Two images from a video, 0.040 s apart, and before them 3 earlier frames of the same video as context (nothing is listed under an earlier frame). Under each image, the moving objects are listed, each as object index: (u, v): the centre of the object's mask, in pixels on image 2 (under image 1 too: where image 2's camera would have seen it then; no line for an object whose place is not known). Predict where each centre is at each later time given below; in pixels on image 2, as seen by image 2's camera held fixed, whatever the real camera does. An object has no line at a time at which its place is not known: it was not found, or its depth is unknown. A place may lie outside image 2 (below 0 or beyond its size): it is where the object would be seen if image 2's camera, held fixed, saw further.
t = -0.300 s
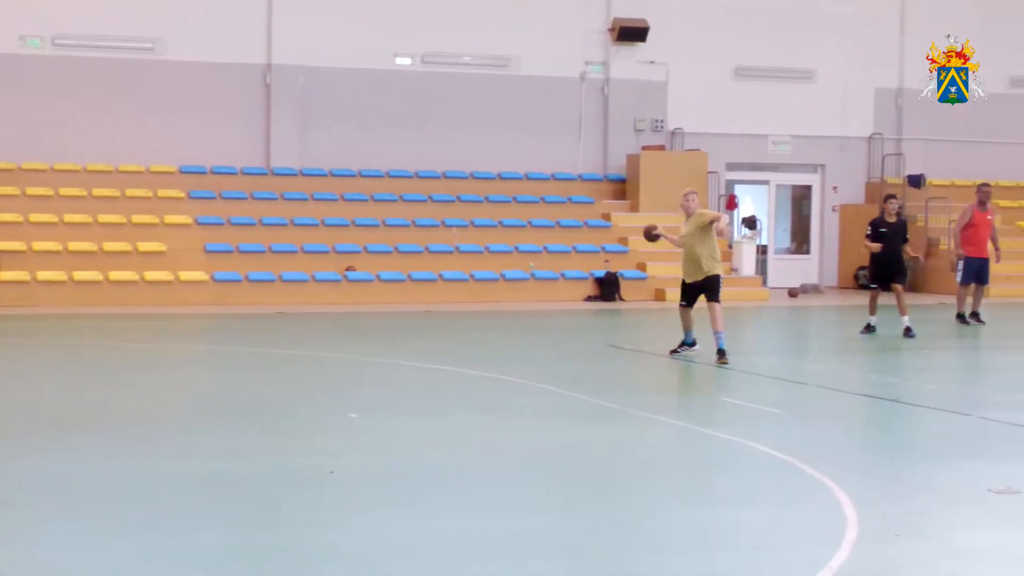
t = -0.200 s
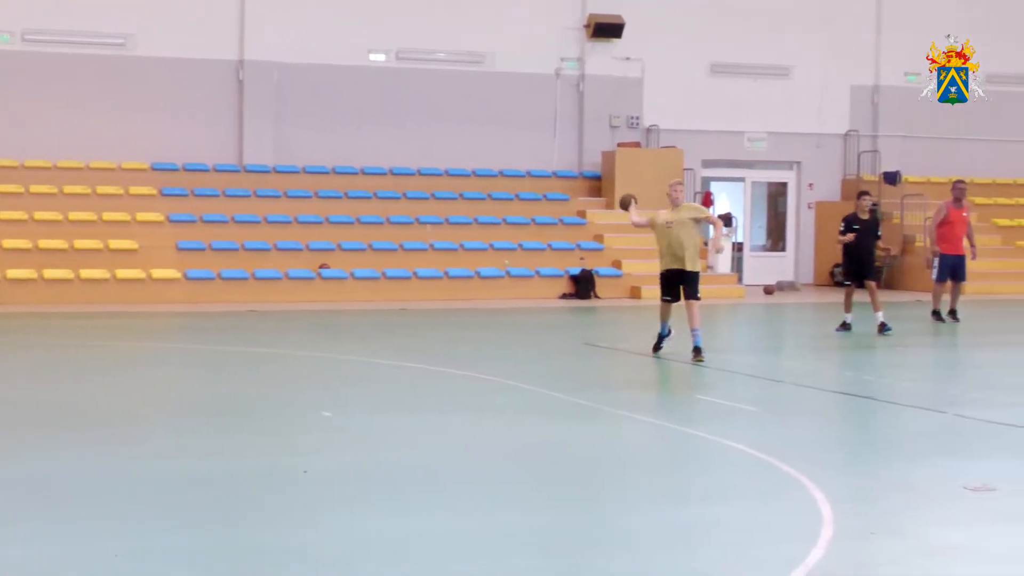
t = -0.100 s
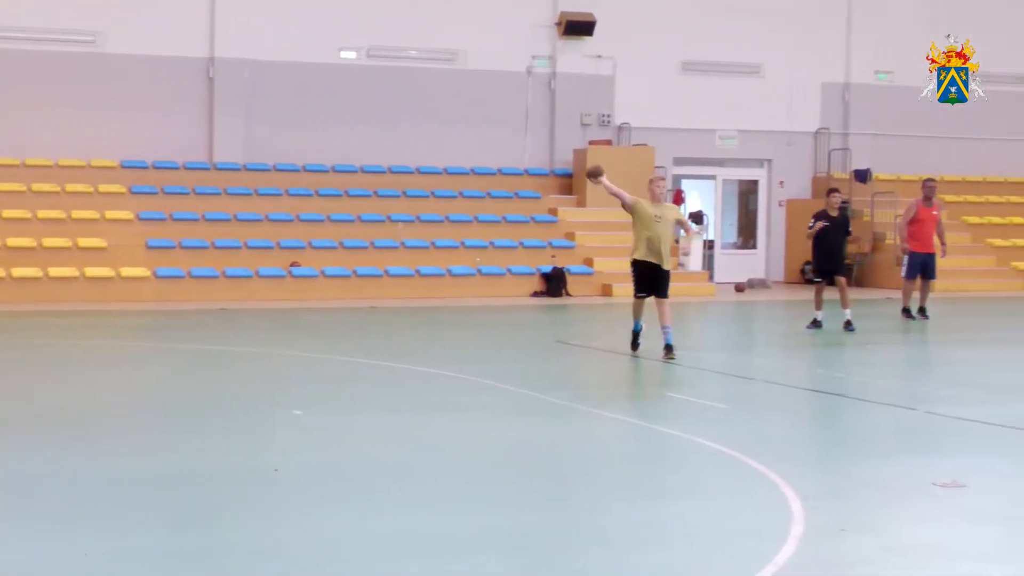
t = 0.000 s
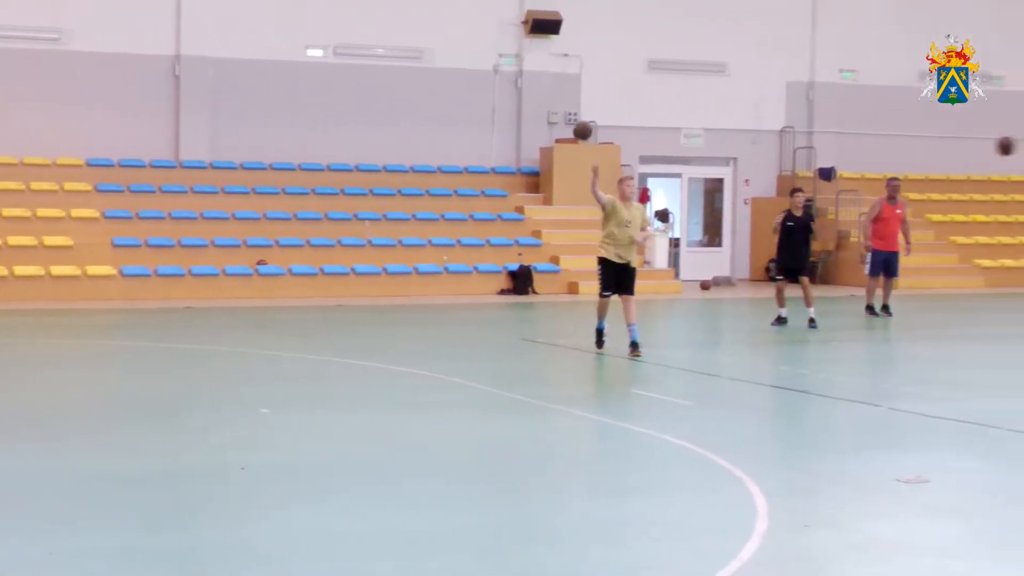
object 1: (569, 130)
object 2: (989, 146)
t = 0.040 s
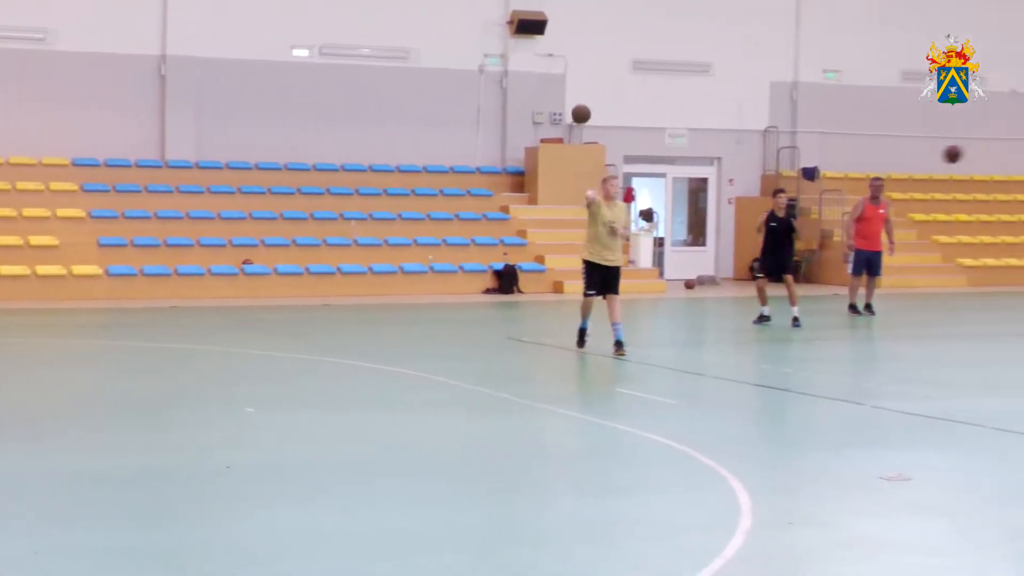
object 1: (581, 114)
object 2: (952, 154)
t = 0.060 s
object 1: (587, 106)
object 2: (935, 159)
